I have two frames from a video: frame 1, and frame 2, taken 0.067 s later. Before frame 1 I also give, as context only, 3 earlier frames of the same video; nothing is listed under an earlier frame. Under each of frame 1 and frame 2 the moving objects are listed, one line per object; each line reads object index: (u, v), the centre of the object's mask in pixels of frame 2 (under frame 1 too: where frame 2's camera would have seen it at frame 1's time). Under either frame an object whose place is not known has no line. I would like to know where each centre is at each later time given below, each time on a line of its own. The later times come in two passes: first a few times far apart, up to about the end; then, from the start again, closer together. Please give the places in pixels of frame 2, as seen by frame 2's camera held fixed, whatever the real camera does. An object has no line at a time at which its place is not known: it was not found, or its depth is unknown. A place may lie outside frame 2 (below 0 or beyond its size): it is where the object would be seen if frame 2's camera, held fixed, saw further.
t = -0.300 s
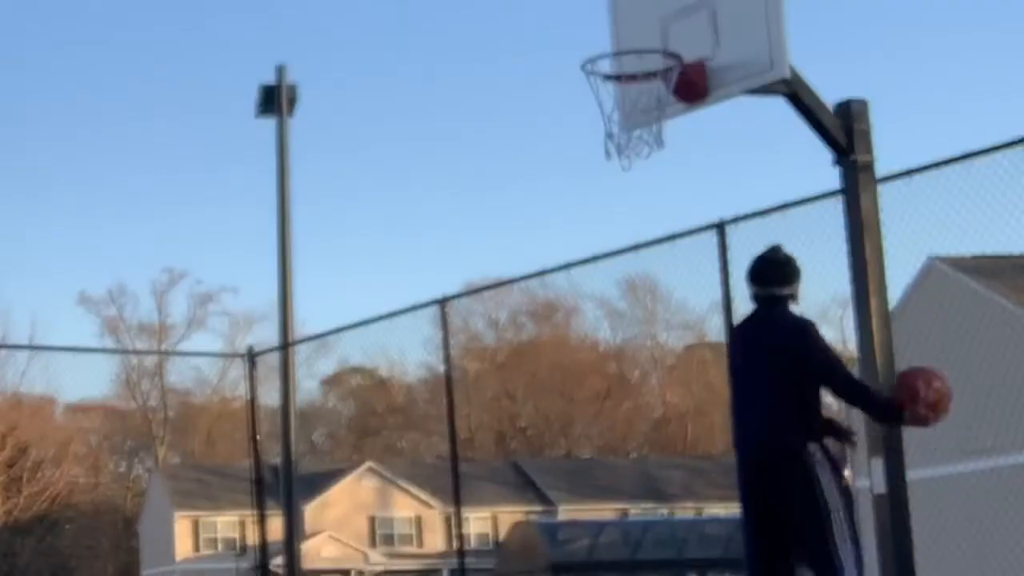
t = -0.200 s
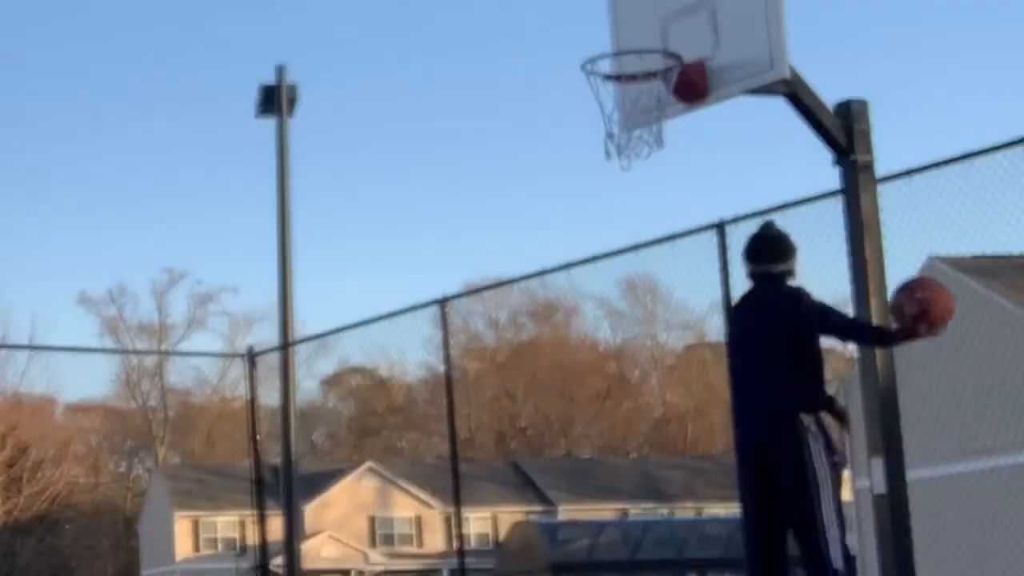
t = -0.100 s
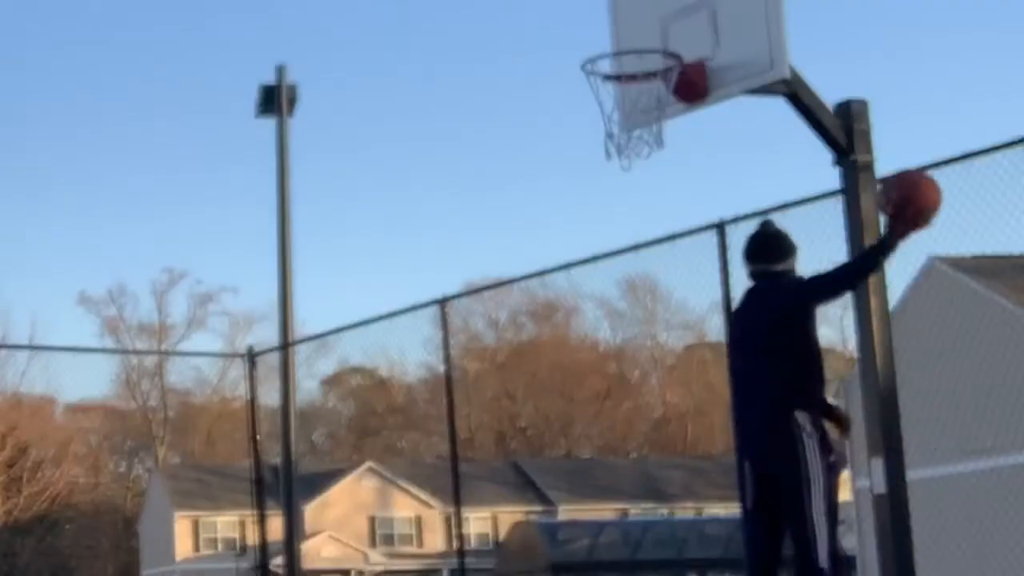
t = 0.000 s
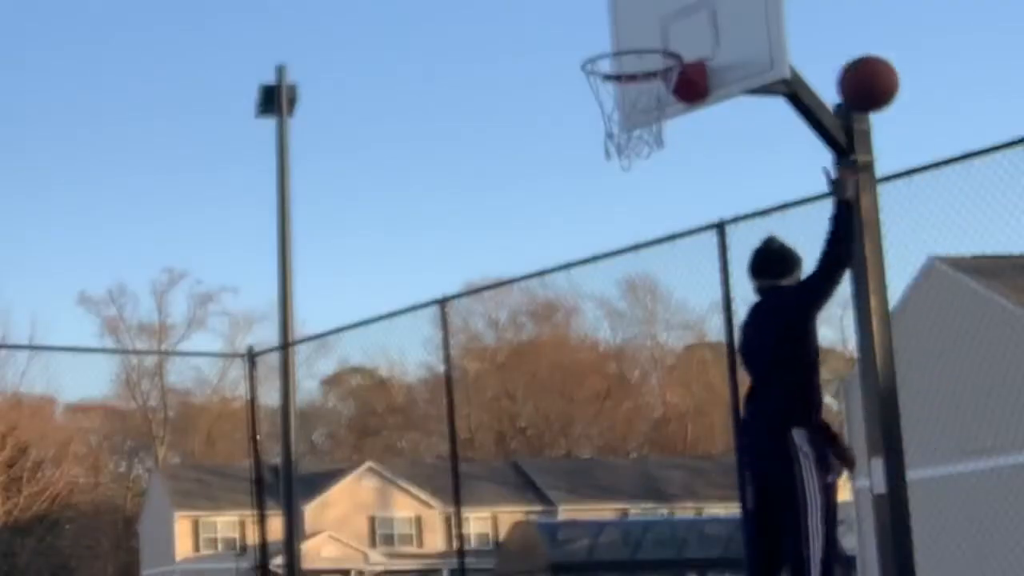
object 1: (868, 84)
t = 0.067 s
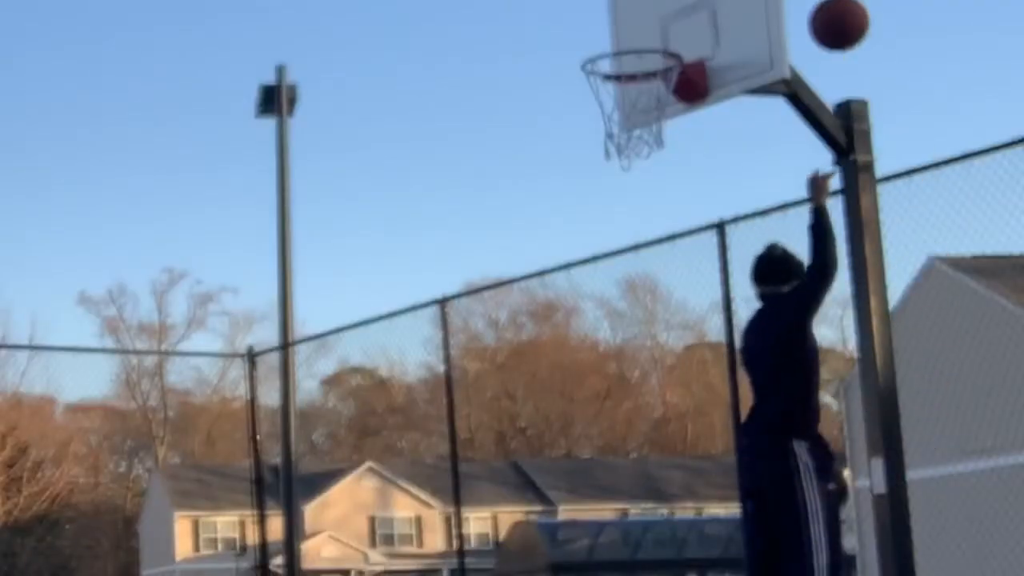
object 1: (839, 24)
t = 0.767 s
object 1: (641, 7)
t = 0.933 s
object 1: (622, 19)
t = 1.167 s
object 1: (612, 31)
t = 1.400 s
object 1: (625, 78)
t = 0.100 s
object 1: (825, 10)
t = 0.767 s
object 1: (641, 7)
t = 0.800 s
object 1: (635, 17)
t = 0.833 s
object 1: (630, 30)
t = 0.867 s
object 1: (627, 23)
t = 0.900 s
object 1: (624, 20)
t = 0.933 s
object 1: (622, 19)
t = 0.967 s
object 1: (620, 19)
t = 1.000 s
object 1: (618, 21)
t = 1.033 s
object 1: (615, 24)
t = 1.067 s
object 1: (614, 30)
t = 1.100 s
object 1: (613, 30)
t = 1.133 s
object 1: (613, 30)
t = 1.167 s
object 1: (612, 31)
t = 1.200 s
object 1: (612, 34)
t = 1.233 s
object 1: (612, 40)
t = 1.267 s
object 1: (613, 46)
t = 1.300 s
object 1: (615, 53)
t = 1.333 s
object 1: (618, 59)
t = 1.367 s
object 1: (622, 67)
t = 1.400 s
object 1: (625, 78)
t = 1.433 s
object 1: (629, 92)
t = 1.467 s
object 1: (632, 105)
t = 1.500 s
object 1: (636, 123)
